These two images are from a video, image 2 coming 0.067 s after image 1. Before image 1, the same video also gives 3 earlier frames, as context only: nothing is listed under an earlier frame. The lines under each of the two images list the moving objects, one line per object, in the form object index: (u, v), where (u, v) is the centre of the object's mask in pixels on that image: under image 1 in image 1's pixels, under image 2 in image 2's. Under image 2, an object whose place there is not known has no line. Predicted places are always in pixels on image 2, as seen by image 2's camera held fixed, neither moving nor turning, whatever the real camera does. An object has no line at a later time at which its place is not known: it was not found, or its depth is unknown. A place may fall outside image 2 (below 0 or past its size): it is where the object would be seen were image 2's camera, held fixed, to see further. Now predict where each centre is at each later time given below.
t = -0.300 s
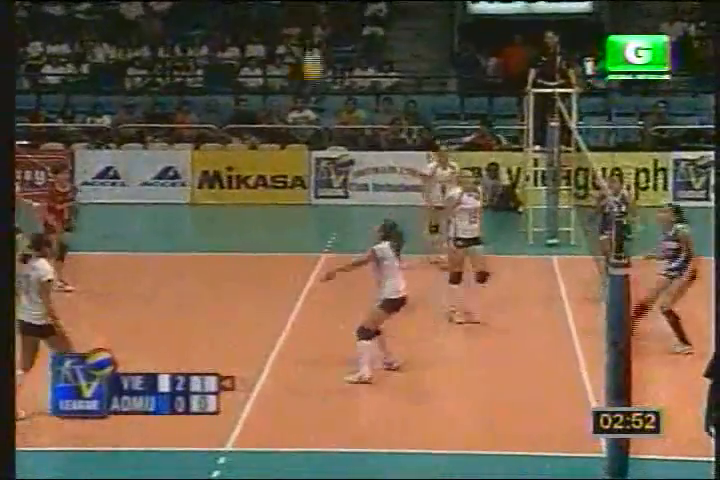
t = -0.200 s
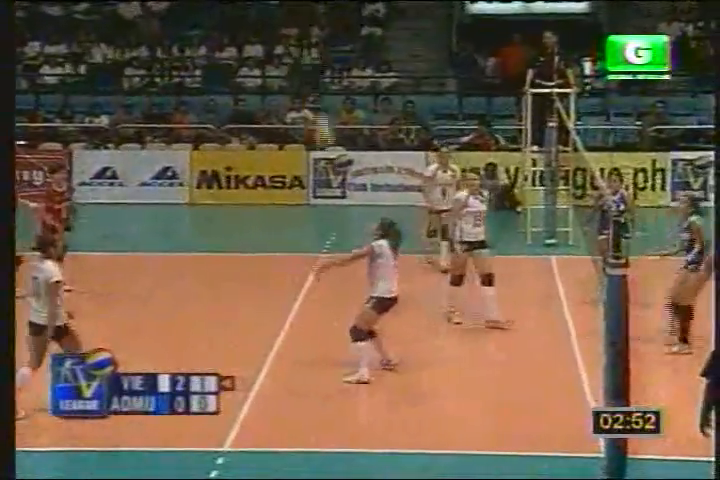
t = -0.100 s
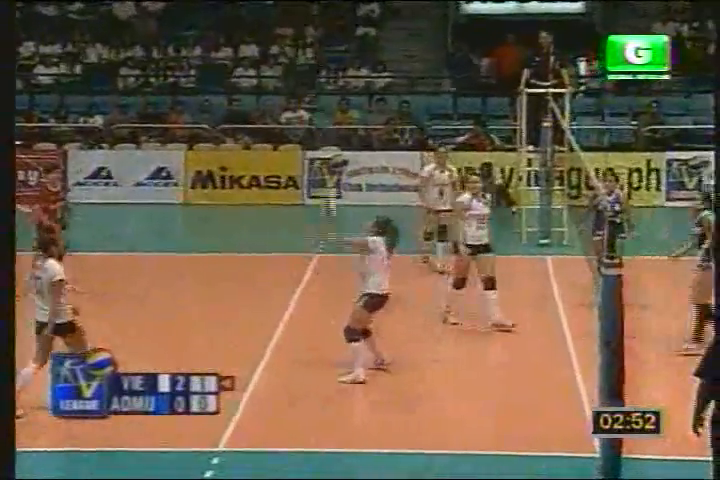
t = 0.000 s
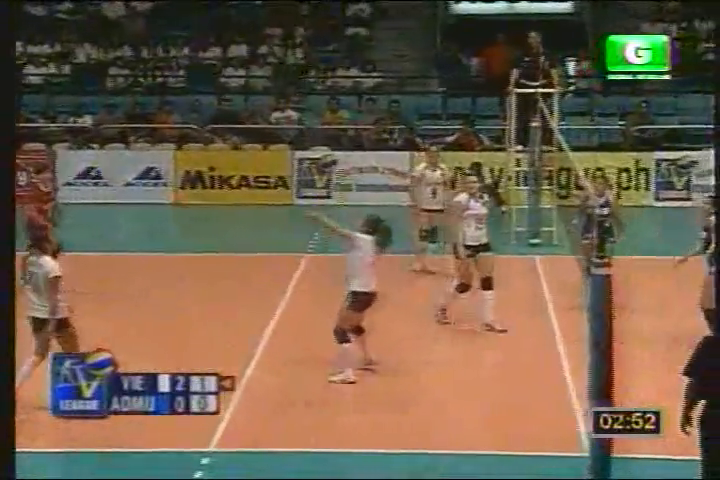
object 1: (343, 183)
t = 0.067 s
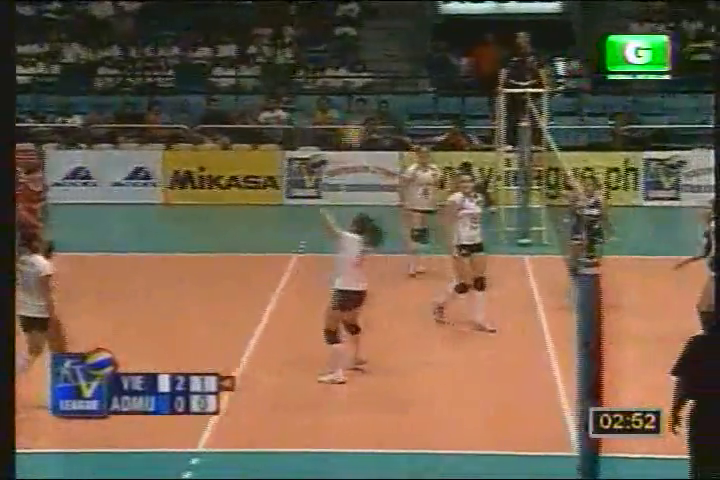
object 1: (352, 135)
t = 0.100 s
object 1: (361, 118)
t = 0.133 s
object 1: (369, 102)
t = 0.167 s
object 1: (377, 90)
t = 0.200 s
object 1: (388, 76)
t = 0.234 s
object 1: (396, 67)
